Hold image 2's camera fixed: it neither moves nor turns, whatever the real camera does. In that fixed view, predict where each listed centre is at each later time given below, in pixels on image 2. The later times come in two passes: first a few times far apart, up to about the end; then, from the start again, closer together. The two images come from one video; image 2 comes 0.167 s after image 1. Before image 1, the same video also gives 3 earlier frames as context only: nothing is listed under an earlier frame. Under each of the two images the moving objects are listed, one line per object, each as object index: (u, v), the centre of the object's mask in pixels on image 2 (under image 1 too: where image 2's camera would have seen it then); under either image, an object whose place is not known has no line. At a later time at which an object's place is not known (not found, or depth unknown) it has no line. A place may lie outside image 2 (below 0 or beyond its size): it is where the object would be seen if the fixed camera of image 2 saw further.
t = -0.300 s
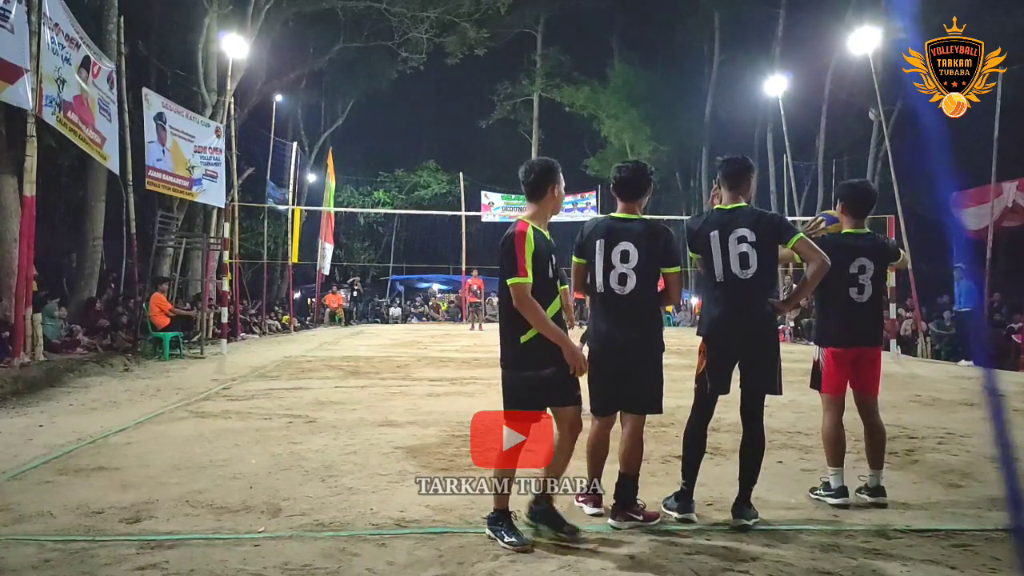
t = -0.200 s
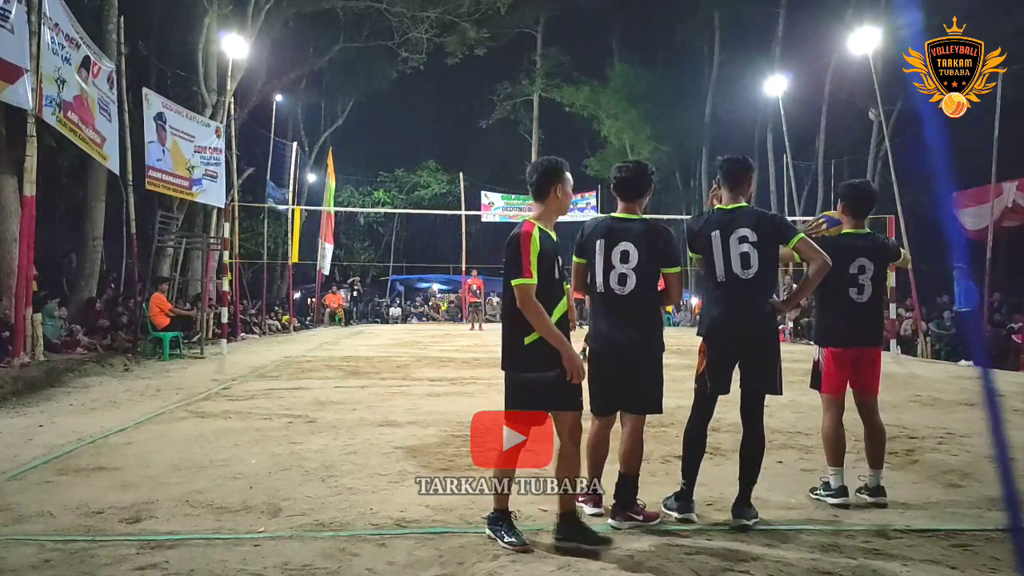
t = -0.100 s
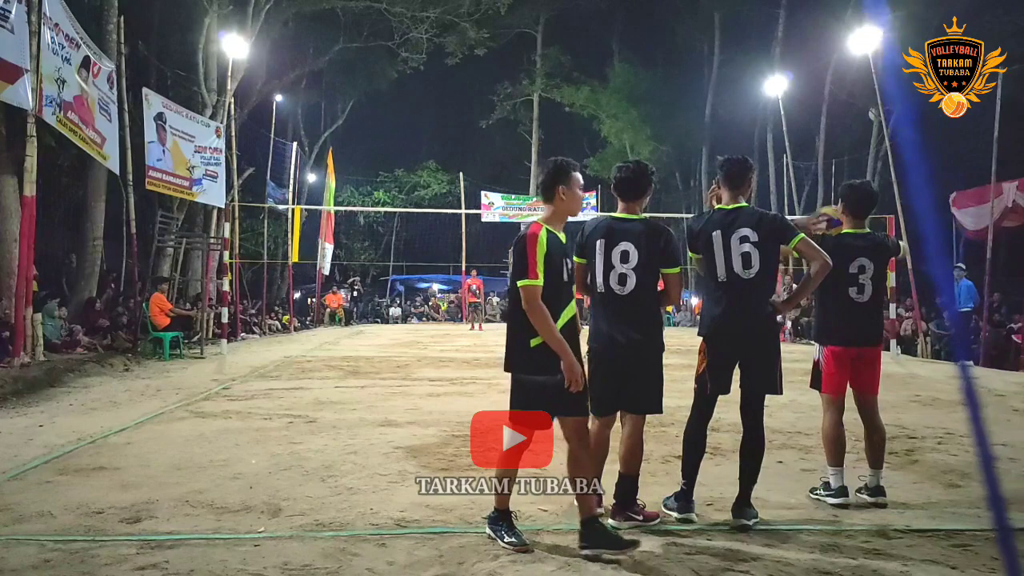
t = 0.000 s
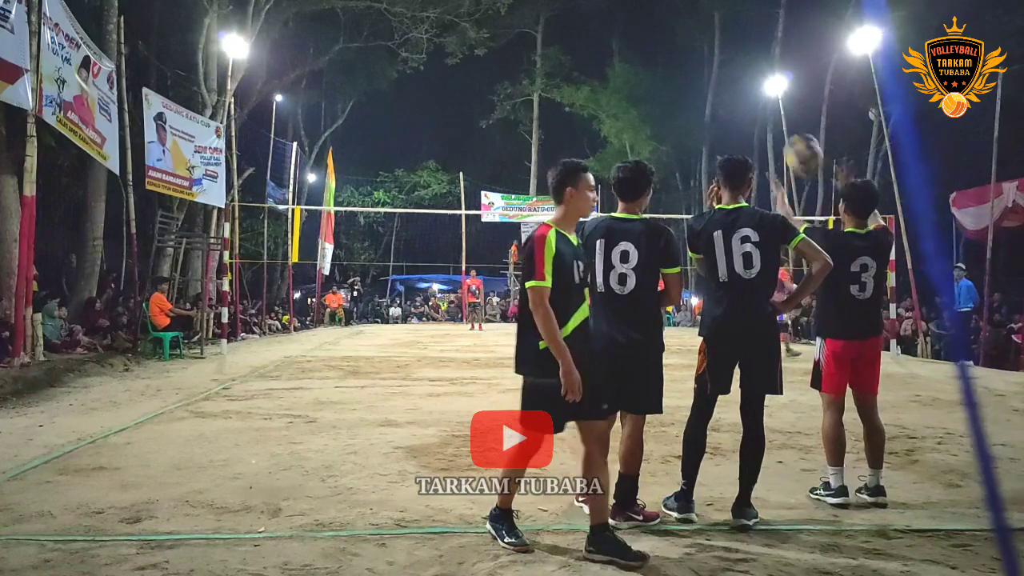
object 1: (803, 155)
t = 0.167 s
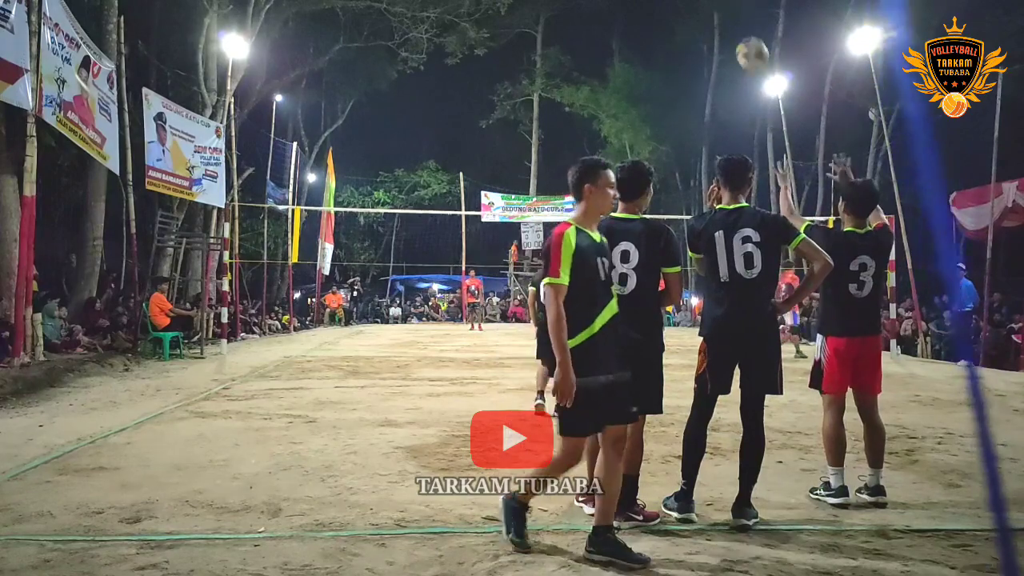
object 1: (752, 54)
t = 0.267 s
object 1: (729, 21)
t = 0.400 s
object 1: (704, 6)
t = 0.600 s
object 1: (674, 11)
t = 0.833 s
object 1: (646, 63)
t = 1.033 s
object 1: (628, 129)
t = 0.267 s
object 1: (729, 21)
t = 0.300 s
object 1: (723, 15)
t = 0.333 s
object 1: (716, 10)
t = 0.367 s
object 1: (710, 8)
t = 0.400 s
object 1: (704, 6)
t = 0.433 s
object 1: (698, 5)
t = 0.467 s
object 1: (693, 5)
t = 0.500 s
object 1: (688, 6)
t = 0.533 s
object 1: (682, 7)
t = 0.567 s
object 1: (678, 8)
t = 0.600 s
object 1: (674, 11)
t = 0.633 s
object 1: (669, 16)
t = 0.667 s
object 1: (665, 22)
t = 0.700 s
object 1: (661, 28)
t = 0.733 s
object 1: (657, 36)
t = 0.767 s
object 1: (653, 44)
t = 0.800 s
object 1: (650, 53)
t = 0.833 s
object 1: (646, 63)
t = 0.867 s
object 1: (643, 71)
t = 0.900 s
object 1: (640, 83)
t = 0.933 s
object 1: (637, 93)
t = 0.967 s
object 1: (634, 104)
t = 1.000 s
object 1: (631, 118)
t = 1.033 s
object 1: (628, 129)
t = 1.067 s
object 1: (626, 142)
